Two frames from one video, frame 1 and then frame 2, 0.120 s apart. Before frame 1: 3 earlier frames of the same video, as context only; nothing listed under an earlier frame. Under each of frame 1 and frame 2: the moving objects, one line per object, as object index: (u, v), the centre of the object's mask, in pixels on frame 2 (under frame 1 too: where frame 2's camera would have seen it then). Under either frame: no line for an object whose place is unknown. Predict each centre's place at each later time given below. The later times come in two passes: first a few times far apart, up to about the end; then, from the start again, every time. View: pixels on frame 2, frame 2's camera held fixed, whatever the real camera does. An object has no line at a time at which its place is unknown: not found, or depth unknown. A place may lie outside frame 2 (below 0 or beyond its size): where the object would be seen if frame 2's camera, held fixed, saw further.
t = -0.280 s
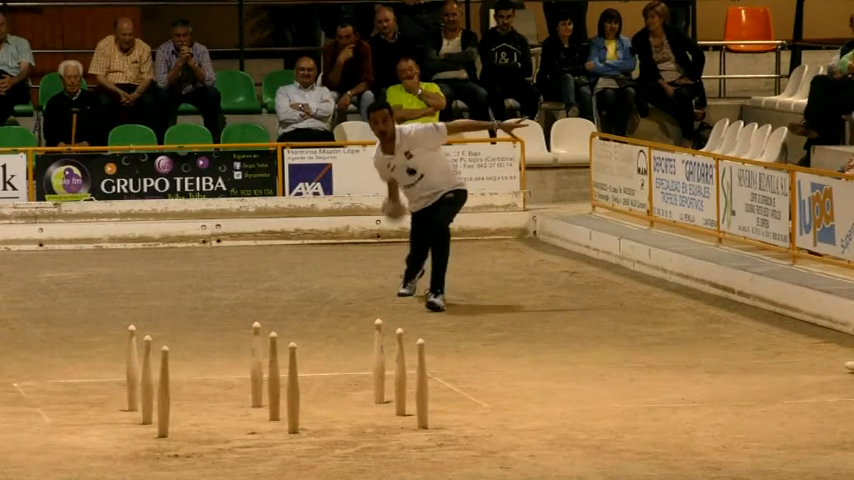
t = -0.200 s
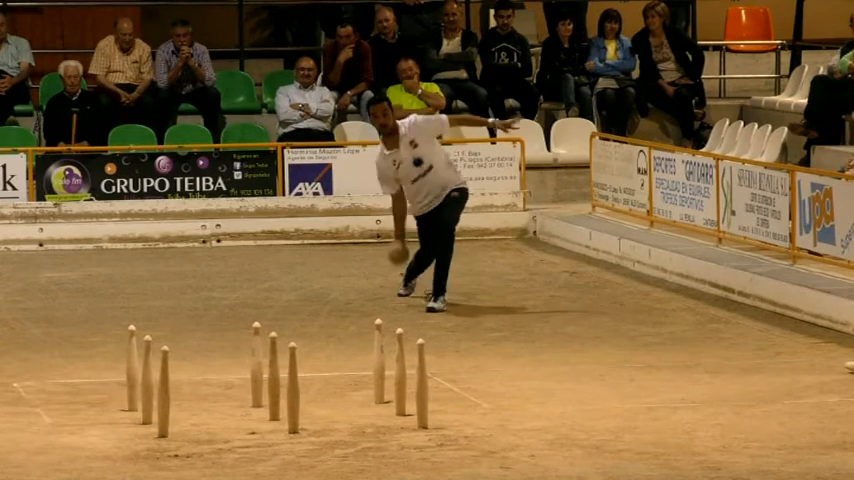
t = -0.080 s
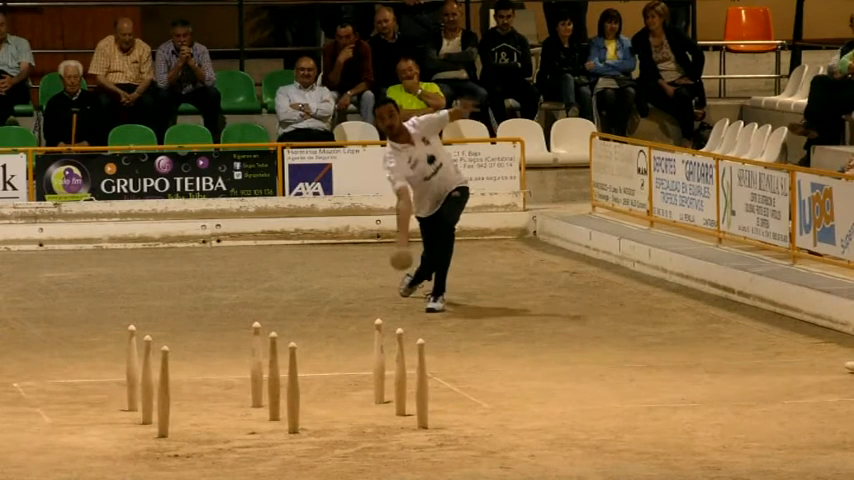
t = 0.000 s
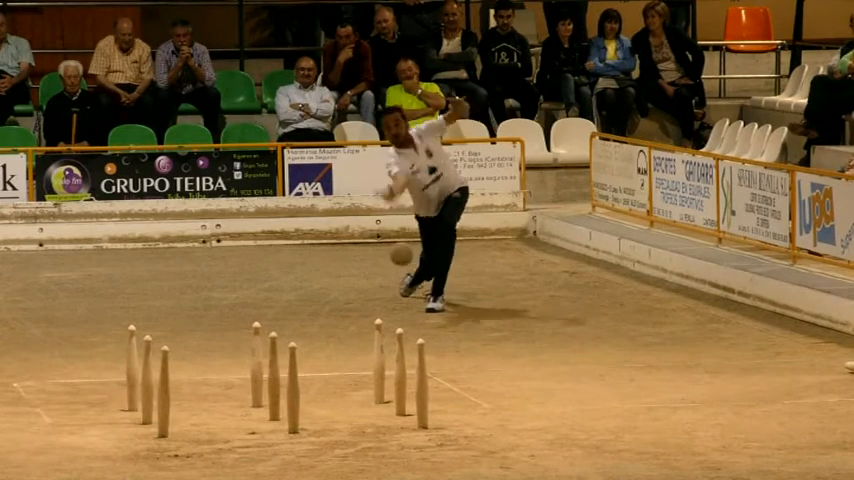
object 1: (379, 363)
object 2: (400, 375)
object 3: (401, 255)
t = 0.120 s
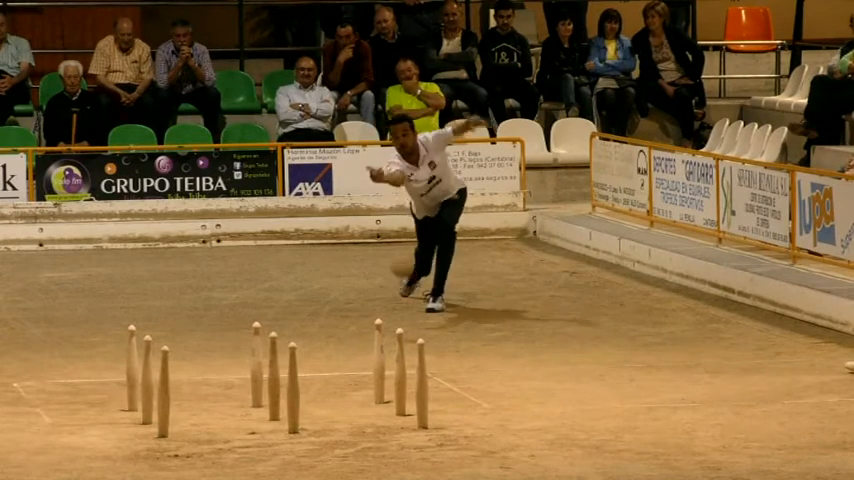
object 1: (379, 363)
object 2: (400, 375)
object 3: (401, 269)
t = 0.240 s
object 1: (379, 363)
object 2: (400, 375)
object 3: (401, 300)
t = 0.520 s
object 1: (339, 363)
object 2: (400, 375)
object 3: (410, 375)
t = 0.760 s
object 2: (322, 416)
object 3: (472, 390)
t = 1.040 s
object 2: (234, 460)
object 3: (558, 438)
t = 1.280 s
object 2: (202, 472)
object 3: (633, 447)
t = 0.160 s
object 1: (379, 363)
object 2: (400, 375)
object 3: (402, 276)
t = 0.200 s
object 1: (379, 363)
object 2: (400, 375)
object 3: (402, 286)
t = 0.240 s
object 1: (379, 363)
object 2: (400, 375)
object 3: (401, 300)
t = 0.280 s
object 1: (379, 363)
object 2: (400, 375)
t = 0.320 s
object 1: (379, 363)
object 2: (400, 375)
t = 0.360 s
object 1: (379, 363)
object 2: (400, 375)
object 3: (410, 376)
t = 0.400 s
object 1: (379, 363)
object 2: (400, 375)
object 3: (410, 380)
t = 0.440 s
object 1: (379, 363)
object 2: (400, 374)
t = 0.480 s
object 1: (365, 359)
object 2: (400, 375)
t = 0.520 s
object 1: (339, 363)
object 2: (400, 375)
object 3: (410, 375)
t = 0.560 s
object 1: (313, 362)
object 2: (397, 372)
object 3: (409, 377)
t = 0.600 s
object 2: (381, 377)
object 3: (426, 370)
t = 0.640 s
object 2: (366, 382)
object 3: (437, 371)
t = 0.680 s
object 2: (350, 390)
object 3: (447, 373)
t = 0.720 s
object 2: (338, 407)
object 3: (459, 382)
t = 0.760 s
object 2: (322, 416)
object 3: (472, 390)
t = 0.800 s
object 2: (300, 434)
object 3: (484, 403)
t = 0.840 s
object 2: (286, 446)
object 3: (498, 419)
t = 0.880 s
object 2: (272, 449)
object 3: (510, 425)
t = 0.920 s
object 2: (263, 452)
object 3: (522, 425)
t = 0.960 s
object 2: (253, 457)
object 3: (534, 431)
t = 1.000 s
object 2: (243, 458)
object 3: (546, 435)
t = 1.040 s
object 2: (234, 460)
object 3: (558, 438)
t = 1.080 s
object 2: (227, 463)
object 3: (571, 438)
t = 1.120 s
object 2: (221, 465)
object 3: (583, 438)
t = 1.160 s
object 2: (216, 467)
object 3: (596, 443)
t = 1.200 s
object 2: (209, 468)
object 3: (609, 445)
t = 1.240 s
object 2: (205, 470)
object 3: (620, 448)
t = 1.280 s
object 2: (202, 472)
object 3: (633, 447)
